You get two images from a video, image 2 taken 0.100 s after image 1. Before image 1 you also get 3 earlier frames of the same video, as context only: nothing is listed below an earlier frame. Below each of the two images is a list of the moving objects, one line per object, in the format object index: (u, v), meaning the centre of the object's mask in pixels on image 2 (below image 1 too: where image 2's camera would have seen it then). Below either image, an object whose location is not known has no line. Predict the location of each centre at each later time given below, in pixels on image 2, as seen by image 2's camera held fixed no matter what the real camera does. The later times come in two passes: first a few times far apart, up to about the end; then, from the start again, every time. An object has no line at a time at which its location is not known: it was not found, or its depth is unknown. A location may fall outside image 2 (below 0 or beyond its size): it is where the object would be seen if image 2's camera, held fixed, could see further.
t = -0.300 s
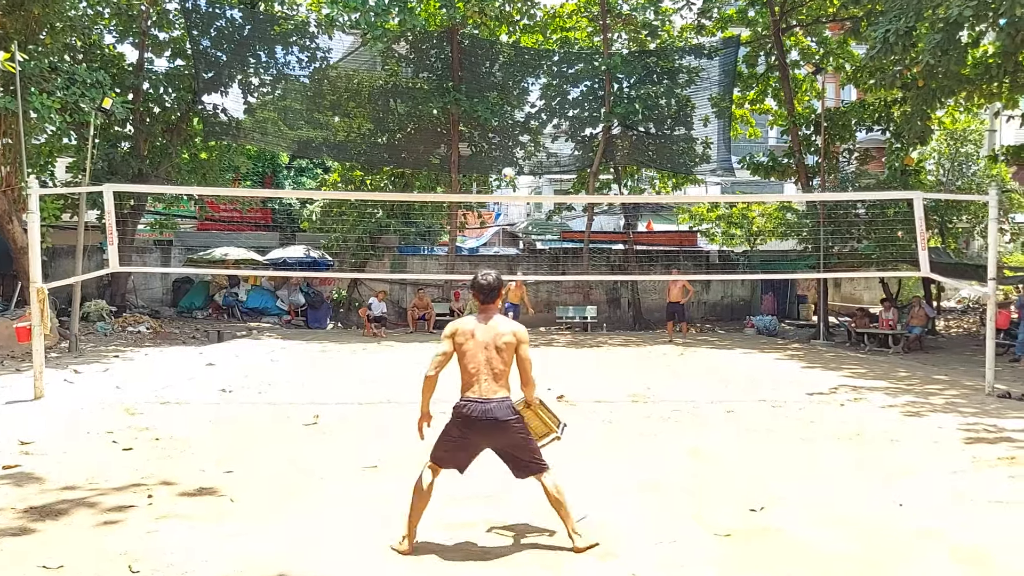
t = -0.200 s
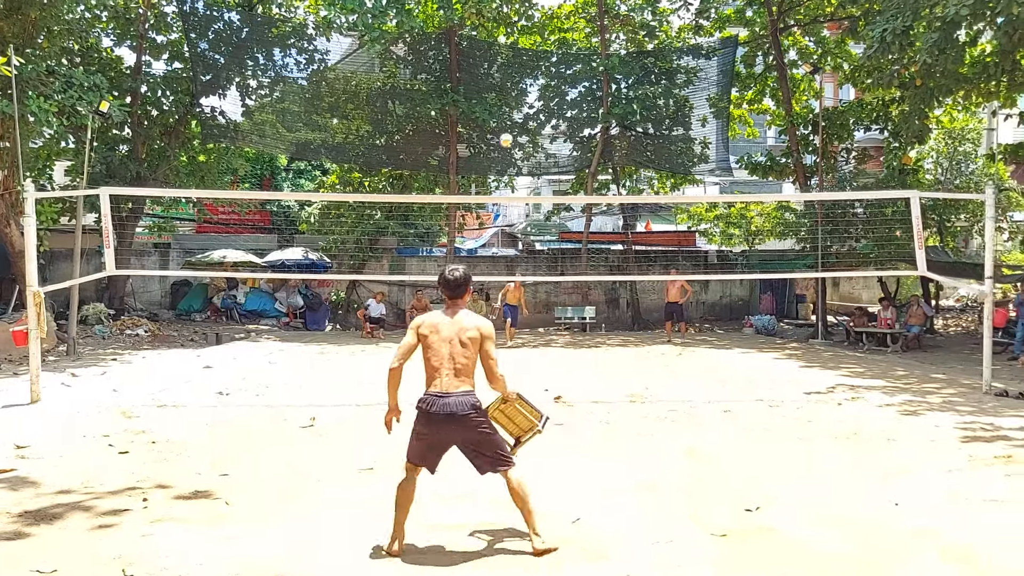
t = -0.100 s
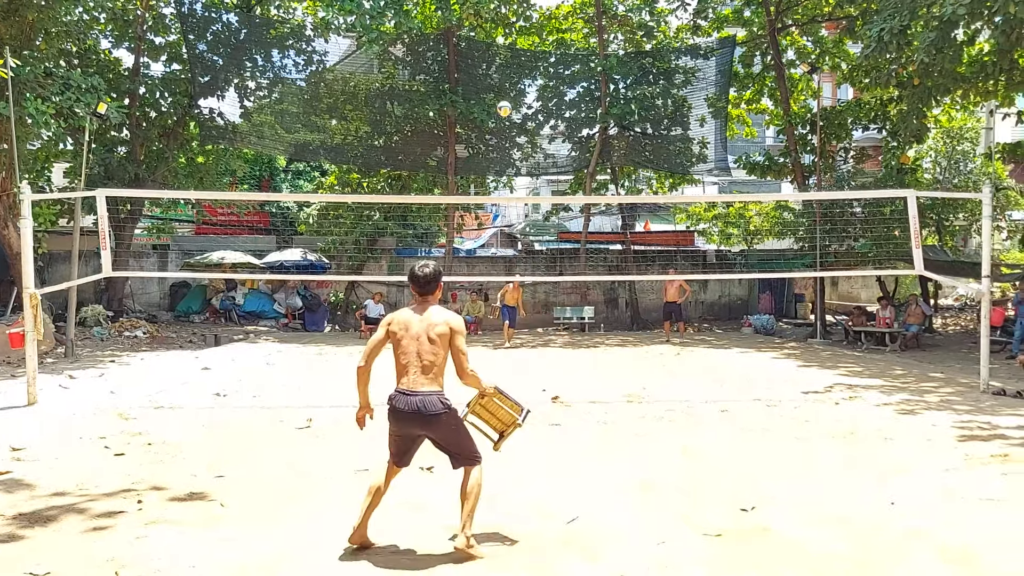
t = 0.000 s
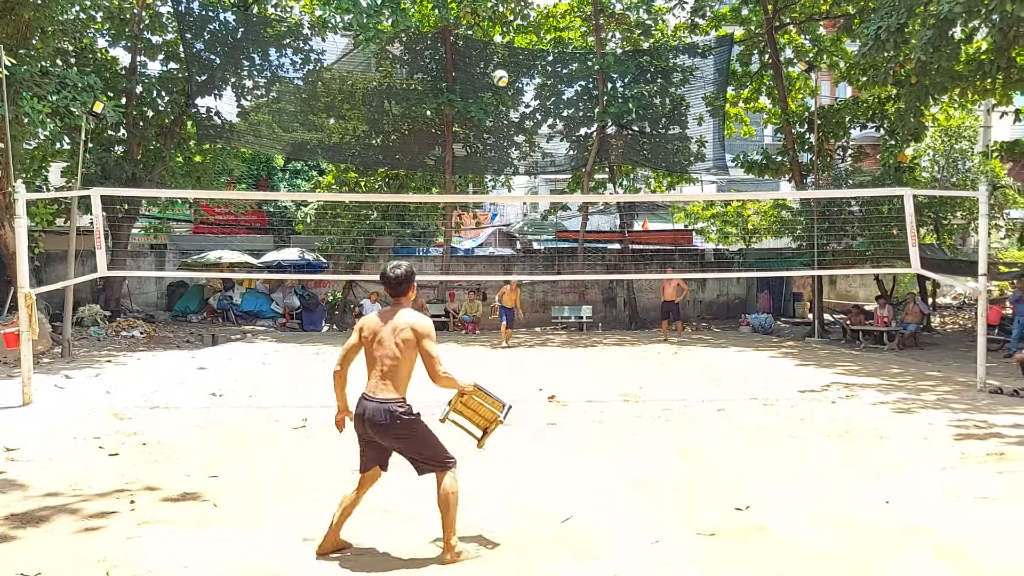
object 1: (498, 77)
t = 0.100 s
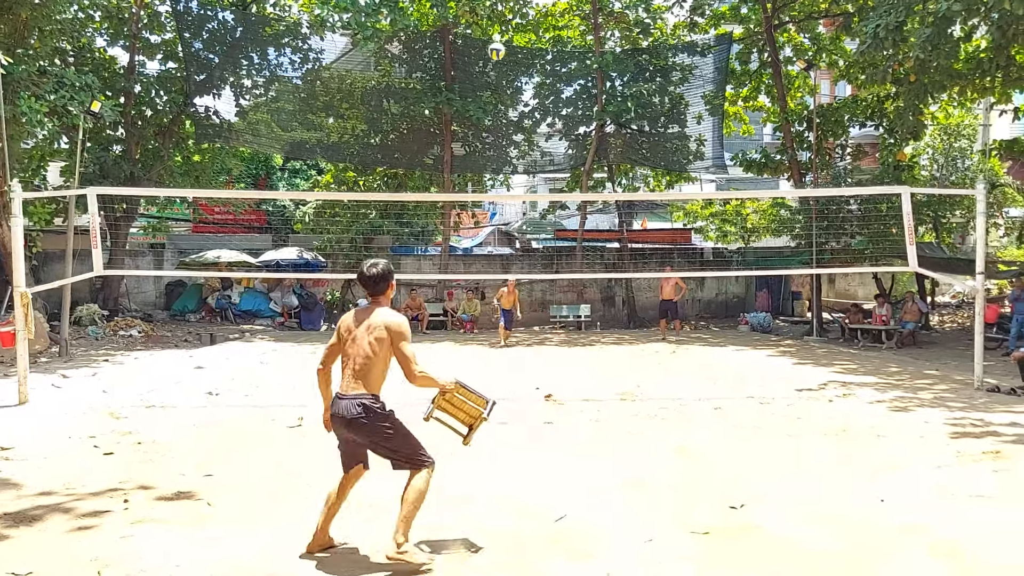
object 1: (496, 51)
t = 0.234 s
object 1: (492, 23)
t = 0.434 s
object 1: (484, 7)
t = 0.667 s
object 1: (471, 35)
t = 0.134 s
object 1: (495, 43)
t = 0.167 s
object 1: (495, 36)
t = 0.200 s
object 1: (493, 30)
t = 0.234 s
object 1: (492, 23)
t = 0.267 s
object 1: (491, 18)
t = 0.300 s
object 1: (490, 14)
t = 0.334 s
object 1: (489, 10)
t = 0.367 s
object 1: (487, 8)
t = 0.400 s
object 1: (485, 7)
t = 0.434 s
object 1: (484, 7)
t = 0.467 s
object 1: (482, 8)
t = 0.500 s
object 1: (480, 9)
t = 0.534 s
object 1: (478, 11)
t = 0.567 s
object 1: (476, 14)
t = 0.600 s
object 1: (474, 19)
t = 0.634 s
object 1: (473, 26)
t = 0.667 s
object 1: (471, 35)
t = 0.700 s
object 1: (468, 45)
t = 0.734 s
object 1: (465, 58)
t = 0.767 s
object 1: (461, 73)
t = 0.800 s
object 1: (457, 90)
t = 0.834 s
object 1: (452, 109)
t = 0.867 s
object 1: (446, 132)
